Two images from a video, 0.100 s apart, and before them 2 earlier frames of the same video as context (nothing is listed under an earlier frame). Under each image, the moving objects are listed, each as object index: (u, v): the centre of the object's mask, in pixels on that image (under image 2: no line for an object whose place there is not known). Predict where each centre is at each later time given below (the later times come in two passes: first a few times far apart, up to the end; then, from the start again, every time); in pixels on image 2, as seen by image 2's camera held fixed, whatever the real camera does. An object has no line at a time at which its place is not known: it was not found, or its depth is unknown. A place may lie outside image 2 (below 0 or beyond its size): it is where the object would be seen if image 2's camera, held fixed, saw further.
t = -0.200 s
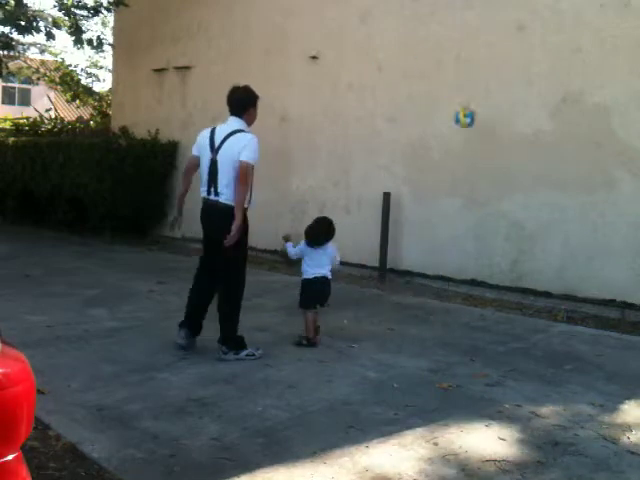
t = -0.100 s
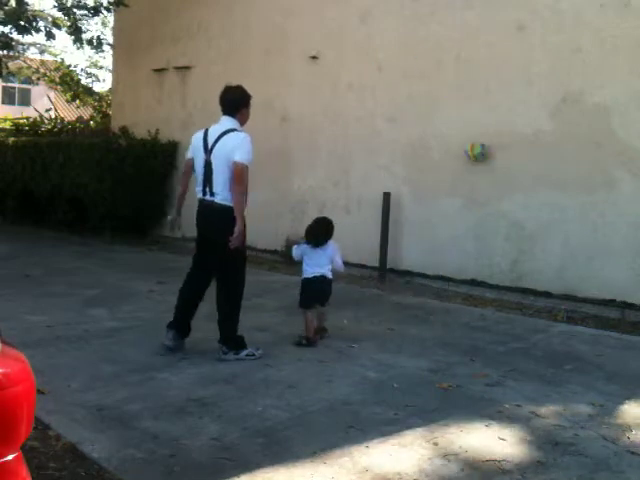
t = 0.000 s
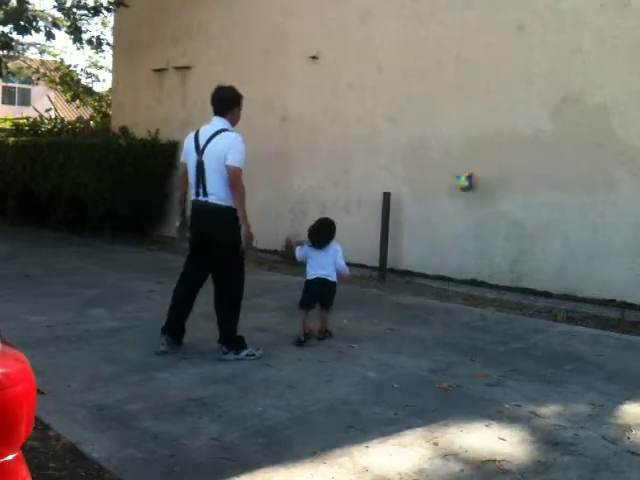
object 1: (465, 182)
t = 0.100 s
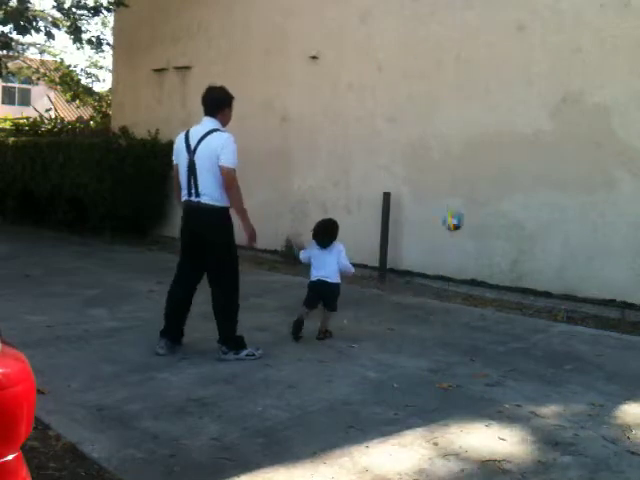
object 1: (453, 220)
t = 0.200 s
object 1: (441, 269)
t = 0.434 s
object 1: (422, 226)
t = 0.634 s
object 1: (405, 183)
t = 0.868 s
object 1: (382, 181)
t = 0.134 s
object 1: (449, 235)
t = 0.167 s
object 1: (444, 251)
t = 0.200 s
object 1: (441, 269)
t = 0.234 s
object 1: (436, 286)
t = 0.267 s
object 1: (433, 288)
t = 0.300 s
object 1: (432, 272)
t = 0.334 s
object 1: (428, 262)
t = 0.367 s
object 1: (426, 249)
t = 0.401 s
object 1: (423, 238)
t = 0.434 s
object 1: (422, 226)
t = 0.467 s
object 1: (419, 216)
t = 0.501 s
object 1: (417, 207)
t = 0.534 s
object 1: (414, 199)
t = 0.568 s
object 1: (411, 192)
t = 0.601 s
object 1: (408, 187)
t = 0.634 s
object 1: (405, 183)
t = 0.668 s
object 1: (402, 178)
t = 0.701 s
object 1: (399, 177)
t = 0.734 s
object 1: (395, 175)
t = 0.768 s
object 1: (393, 175)
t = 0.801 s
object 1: (389, 177)
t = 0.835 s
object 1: (386, 179)
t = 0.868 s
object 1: (382, 181)
